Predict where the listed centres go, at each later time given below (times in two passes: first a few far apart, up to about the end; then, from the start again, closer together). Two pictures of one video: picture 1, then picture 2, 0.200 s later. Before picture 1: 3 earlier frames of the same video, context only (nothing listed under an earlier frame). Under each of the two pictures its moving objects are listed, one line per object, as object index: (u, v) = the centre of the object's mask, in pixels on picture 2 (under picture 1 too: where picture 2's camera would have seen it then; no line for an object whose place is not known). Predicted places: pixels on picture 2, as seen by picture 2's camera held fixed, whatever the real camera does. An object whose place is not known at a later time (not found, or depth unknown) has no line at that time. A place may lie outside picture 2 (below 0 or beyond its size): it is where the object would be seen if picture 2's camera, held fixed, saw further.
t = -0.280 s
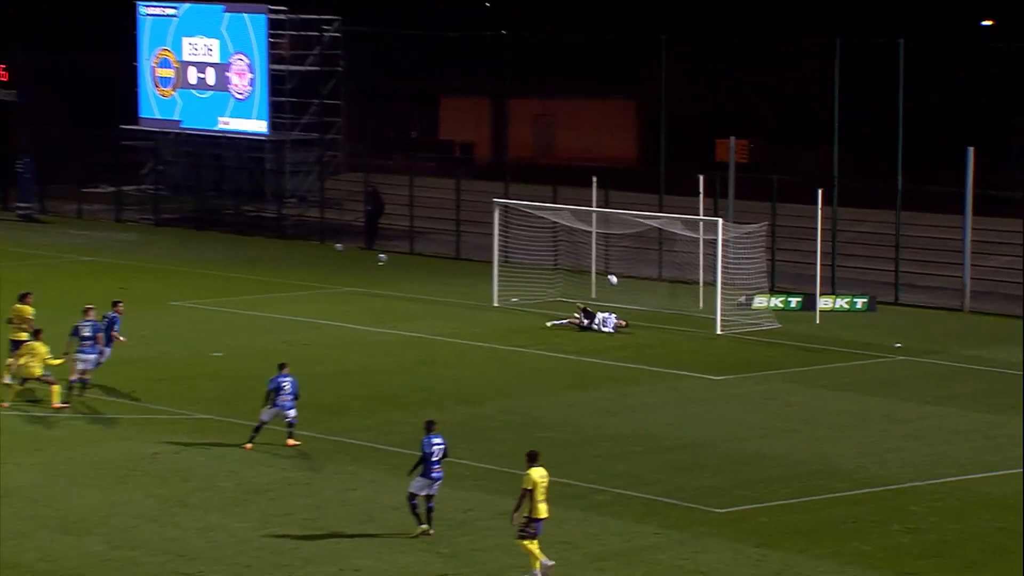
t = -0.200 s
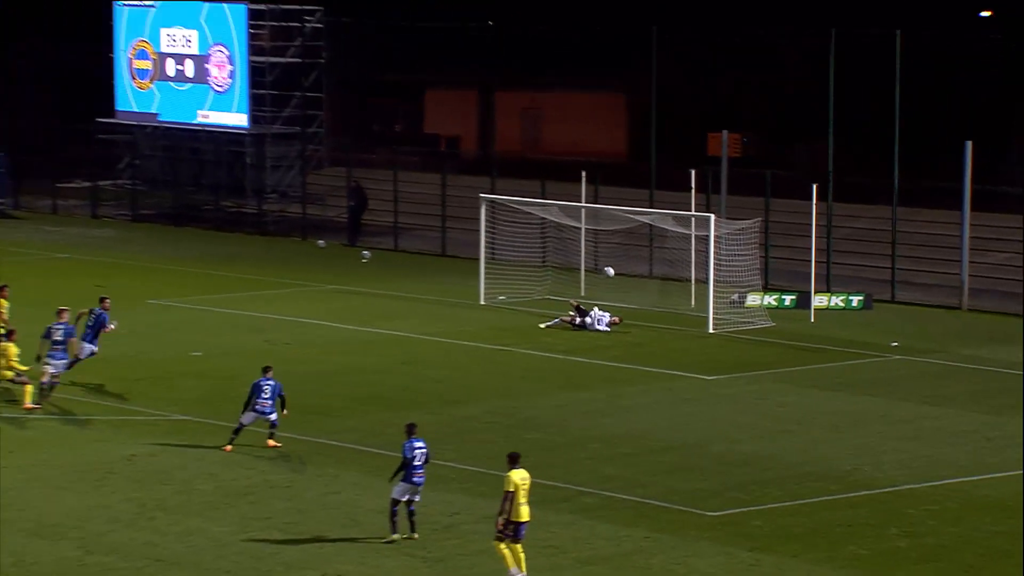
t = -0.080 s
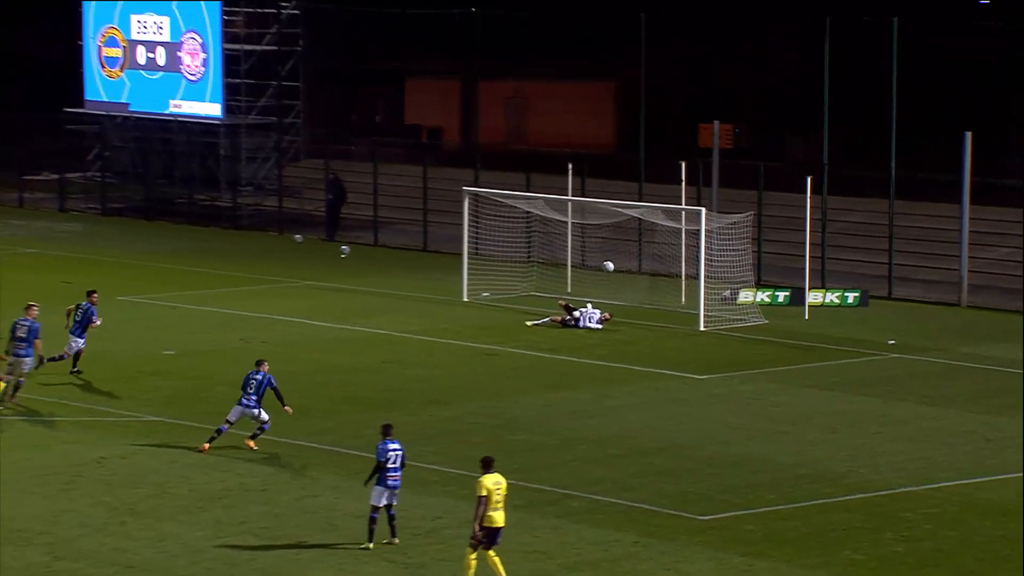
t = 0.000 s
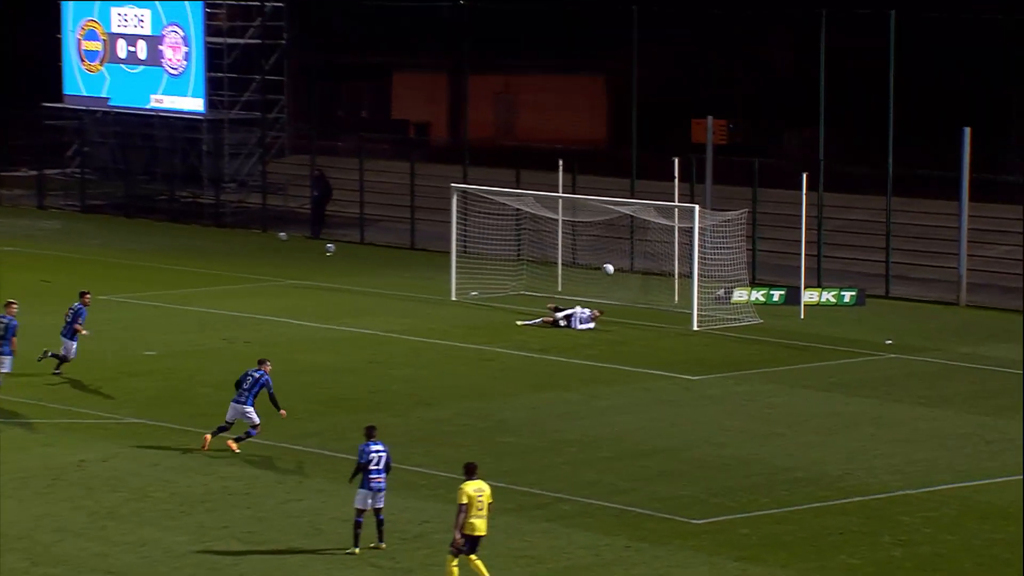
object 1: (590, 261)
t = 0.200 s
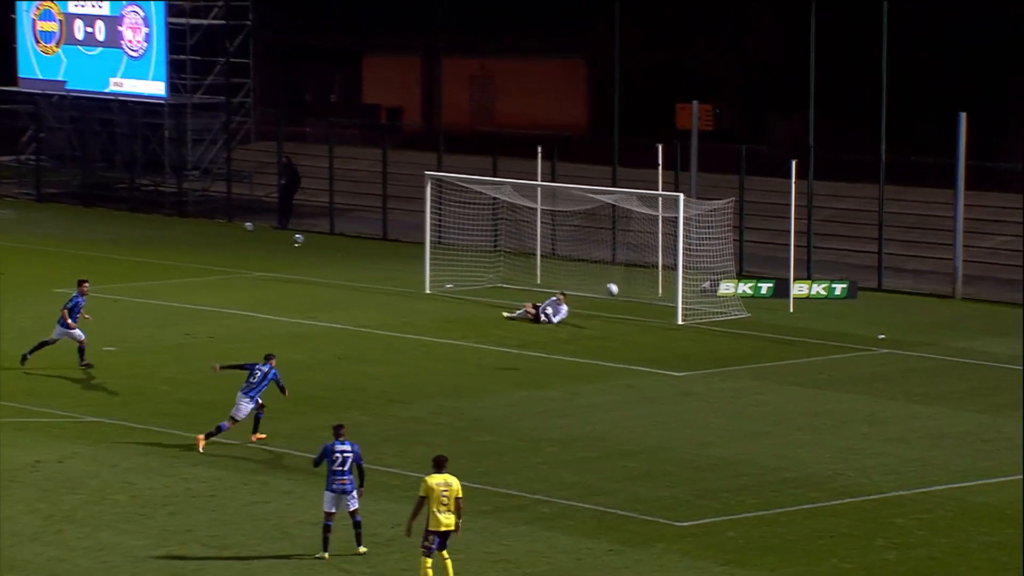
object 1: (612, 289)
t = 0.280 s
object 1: (621, 308)
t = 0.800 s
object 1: (687, 357)
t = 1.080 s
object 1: (729, 378)
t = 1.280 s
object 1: (762, 427)
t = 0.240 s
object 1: (616, 298)
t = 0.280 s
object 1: (621, 308)
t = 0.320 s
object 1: (626, 319)
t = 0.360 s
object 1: (631, 330)
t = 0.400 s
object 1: (636, 343)
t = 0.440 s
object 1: (641, 357)
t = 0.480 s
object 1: (646, 372)
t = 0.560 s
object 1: (655, 381)
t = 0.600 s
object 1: (660, 374)
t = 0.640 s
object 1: (665, 369)
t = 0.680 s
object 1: (671, 364)
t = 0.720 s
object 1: (676, 361)
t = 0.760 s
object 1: (682, 358)
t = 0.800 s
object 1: (687, 357)
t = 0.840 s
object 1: (693, 357)
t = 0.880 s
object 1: (699, 358)
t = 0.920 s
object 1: (705, 359)
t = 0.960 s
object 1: (710, 363)
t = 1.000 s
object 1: (717, 367)
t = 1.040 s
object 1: (723, 373)
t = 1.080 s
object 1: (729, 378)
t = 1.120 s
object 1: (736, 386)
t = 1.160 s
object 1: (742, 394)
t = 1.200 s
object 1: (748, 404)
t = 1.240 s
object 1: (755, 415)
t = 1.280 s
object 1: (762, 427)
